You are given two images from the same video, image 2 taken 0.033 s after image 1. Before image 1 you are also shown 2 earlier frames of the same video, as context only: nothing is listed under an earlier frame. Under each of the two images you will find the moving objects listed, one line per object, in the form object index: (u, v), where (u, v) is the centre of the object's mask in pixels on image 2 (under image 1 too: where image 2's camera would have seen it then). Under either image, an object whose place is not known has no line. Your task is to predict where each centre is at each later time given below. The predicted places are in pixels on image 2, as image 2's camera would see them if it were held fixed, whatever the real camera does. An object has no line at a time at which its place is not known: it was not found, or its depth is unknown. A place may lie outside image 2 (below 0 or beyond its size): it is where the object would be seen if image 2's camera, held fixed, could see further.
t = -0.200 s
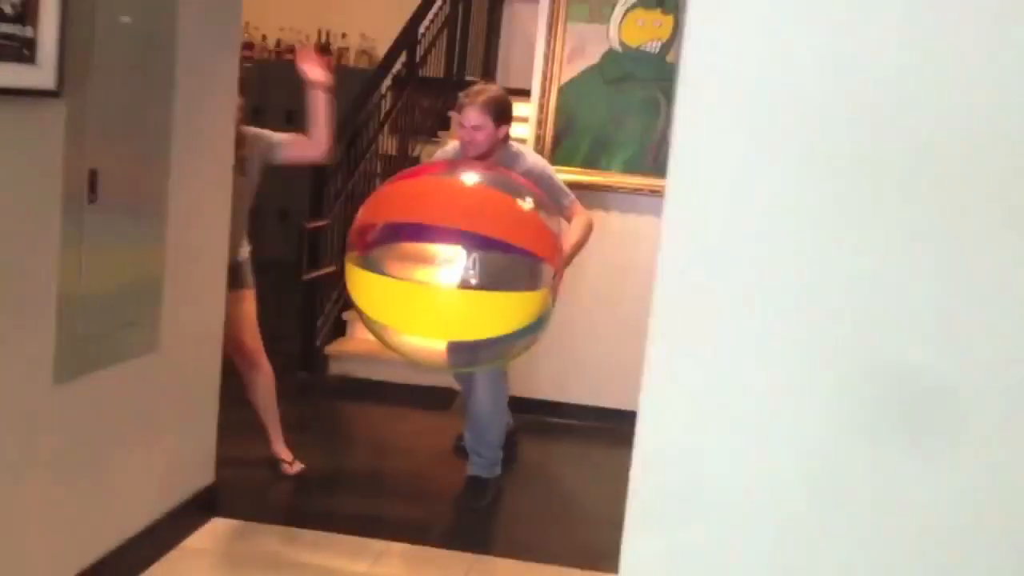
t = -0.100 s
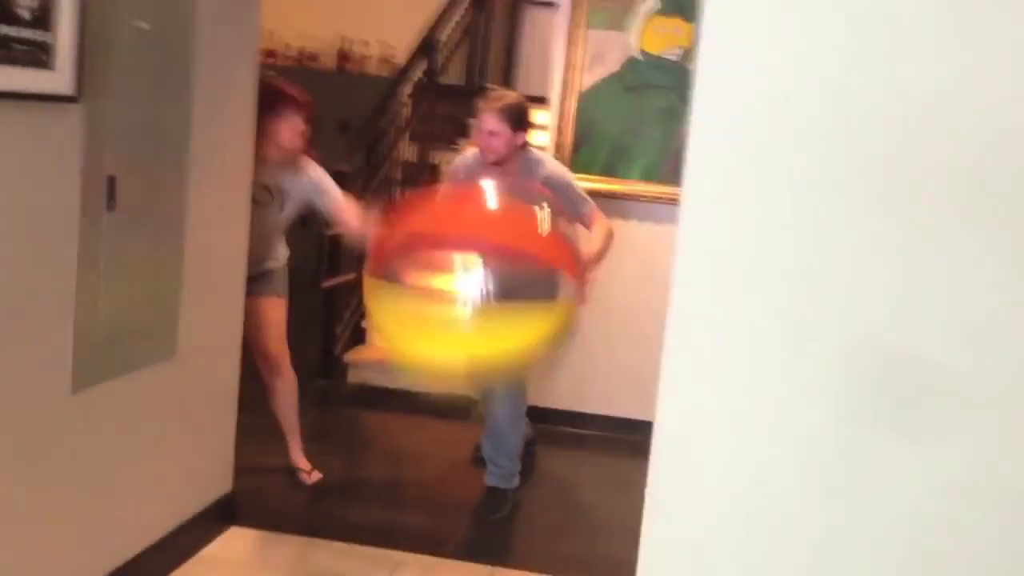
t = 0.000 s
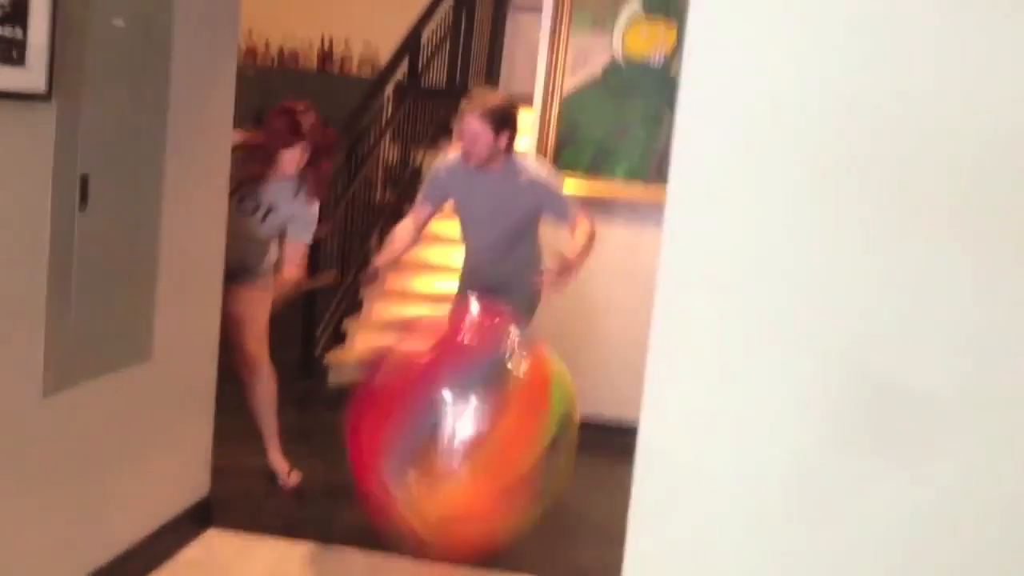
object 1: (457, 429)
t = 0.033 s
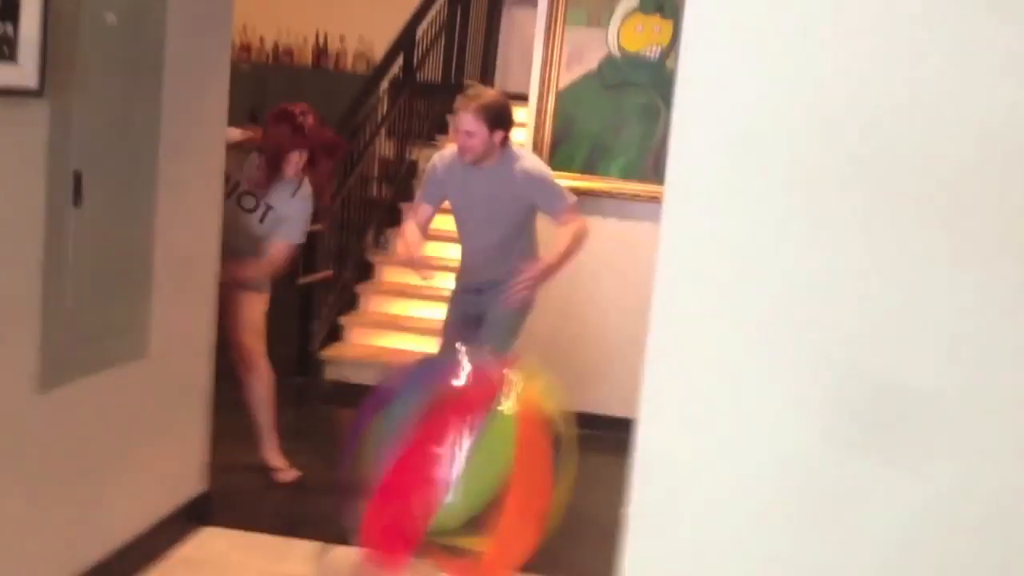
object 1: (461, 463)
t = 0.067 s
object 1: (456, 462)
